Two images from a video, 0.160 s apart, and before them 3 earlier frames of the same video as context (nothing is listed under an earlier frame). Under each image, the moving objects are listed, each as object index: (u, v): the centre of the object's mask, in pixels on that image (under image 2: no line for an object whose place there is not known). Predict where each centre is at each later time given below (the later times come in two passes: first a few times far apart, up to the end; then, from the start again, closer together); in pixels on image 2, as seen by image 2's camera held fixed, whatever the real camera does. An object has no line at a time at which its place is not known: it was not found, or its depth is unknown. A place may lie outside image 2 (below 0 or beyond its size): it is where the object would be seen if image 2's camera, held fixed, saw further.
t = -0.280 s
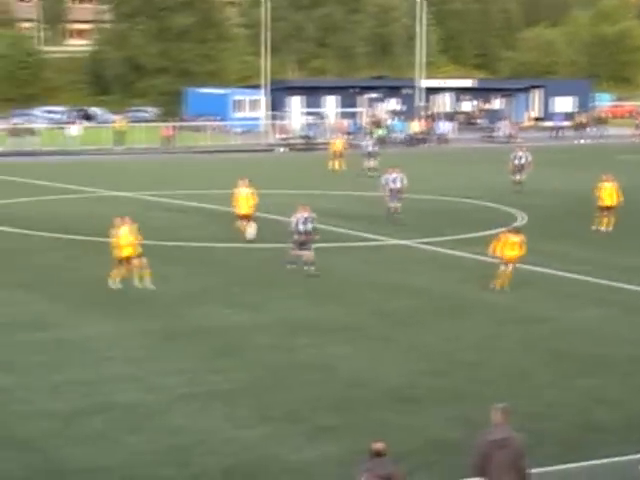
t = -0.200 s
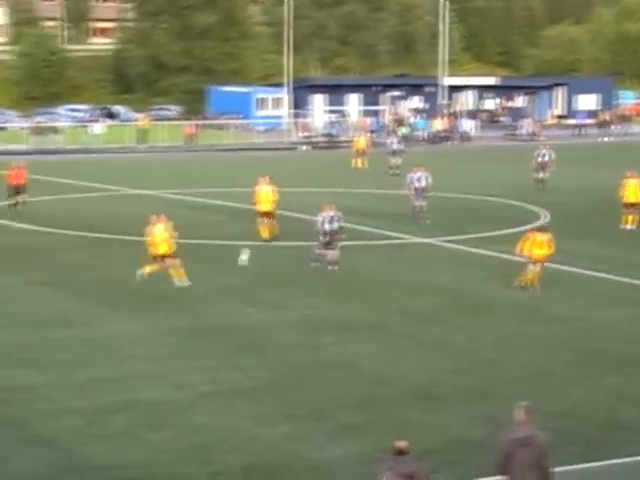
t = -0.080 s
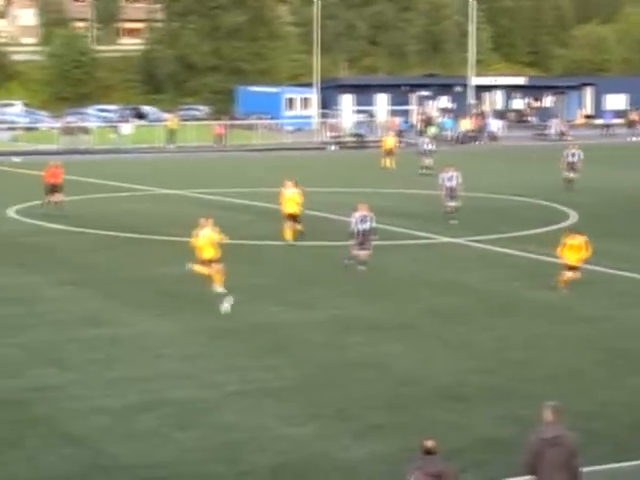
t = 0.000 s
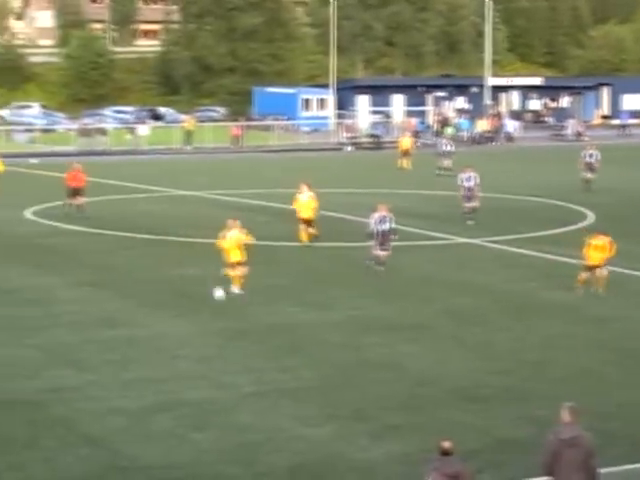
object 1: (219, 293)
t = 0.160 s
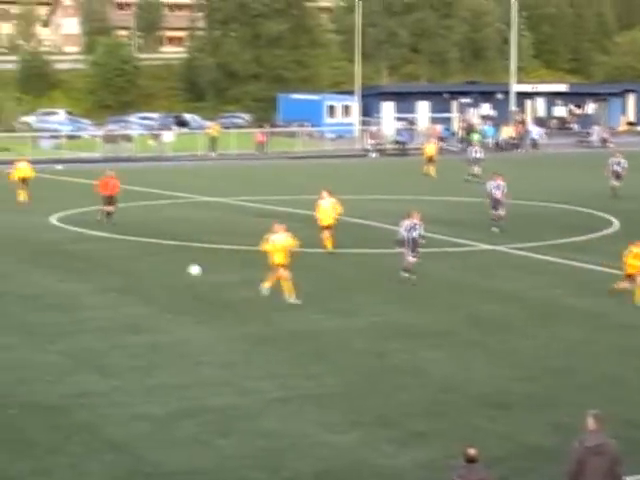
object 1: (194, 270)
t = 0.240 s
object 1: (169, 259)
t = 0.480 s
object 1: (88, 245)
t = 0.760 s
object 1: (-14, 271)
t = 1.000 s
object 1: (-112, 333)
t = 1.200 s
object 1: (-200, 404)
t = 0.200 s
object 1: (182, 264)
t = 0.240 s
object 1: (169, 259)
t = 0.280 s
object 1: (156, 255)
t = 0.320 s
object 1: (142, 251)
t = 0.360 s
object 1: (129, 249)
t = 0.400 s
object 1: (115, 247)
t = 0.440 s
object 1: (101, 246)
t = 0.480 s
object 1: (88, 245)
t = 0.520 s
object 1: (74, 246)
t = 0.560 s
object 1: (60, 248)
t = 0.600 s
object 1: (46, 251)
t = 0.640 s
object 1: (31, 254)
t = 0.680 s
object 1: (17, 258)
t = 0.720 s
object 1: (2, 264)
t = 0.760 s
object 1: (-14, 271)
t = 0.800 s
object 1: (-30, 279)
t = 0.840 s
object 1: (-45, 287)
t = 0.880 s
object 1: (-62, 297)
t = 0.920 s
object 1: (-78, 308)
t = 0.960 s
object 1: (-96, 320)
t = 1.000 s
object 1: (-112, 333)
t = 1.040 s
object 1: (-130, 348)
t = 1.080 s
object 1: (-148, 363)
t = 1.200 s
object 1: (-200, 404)
